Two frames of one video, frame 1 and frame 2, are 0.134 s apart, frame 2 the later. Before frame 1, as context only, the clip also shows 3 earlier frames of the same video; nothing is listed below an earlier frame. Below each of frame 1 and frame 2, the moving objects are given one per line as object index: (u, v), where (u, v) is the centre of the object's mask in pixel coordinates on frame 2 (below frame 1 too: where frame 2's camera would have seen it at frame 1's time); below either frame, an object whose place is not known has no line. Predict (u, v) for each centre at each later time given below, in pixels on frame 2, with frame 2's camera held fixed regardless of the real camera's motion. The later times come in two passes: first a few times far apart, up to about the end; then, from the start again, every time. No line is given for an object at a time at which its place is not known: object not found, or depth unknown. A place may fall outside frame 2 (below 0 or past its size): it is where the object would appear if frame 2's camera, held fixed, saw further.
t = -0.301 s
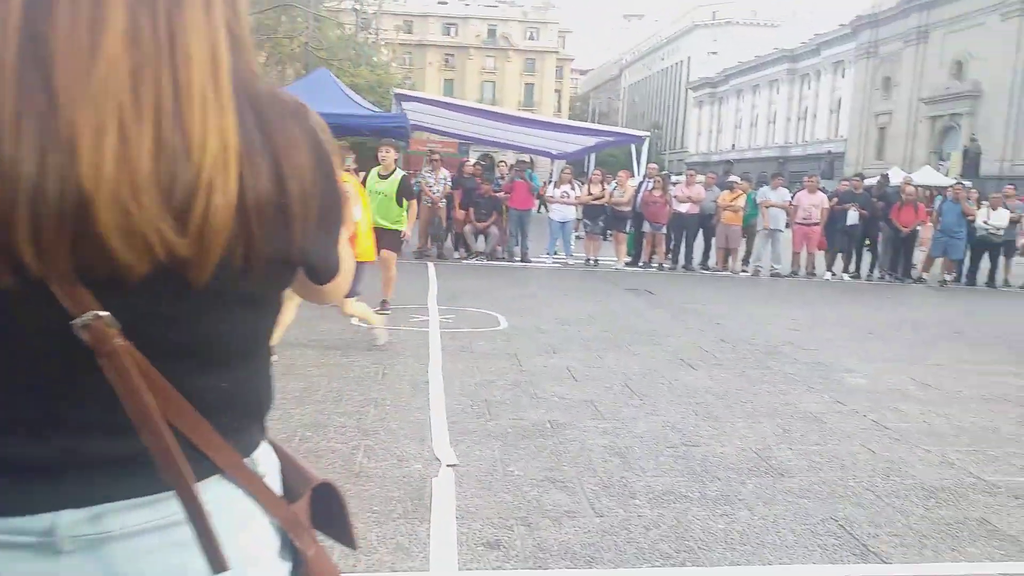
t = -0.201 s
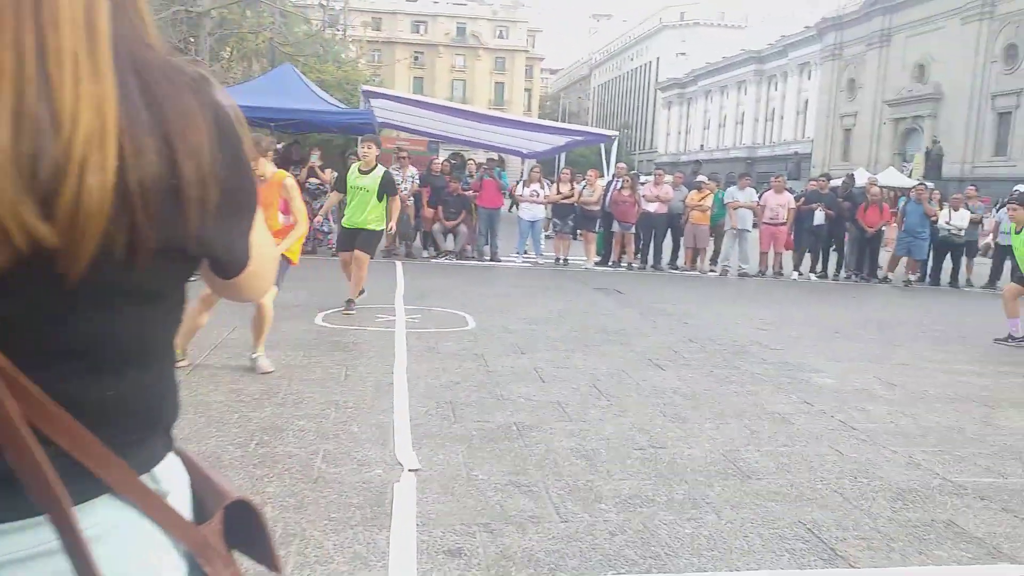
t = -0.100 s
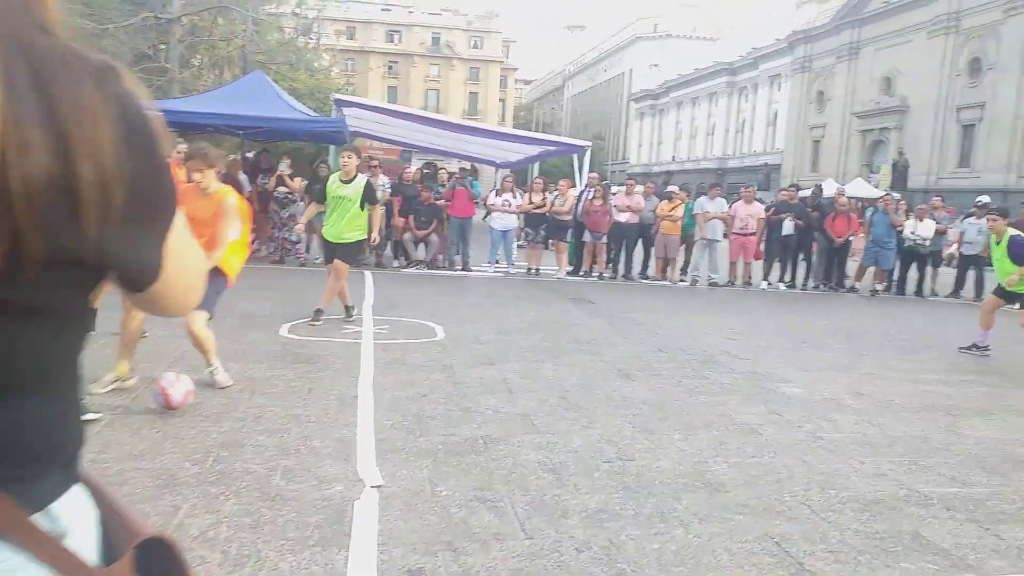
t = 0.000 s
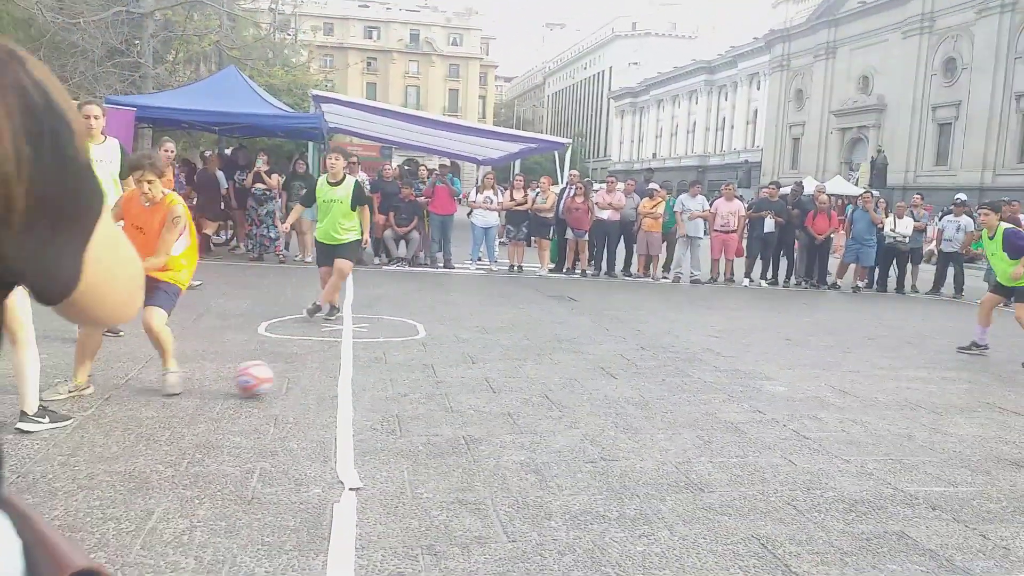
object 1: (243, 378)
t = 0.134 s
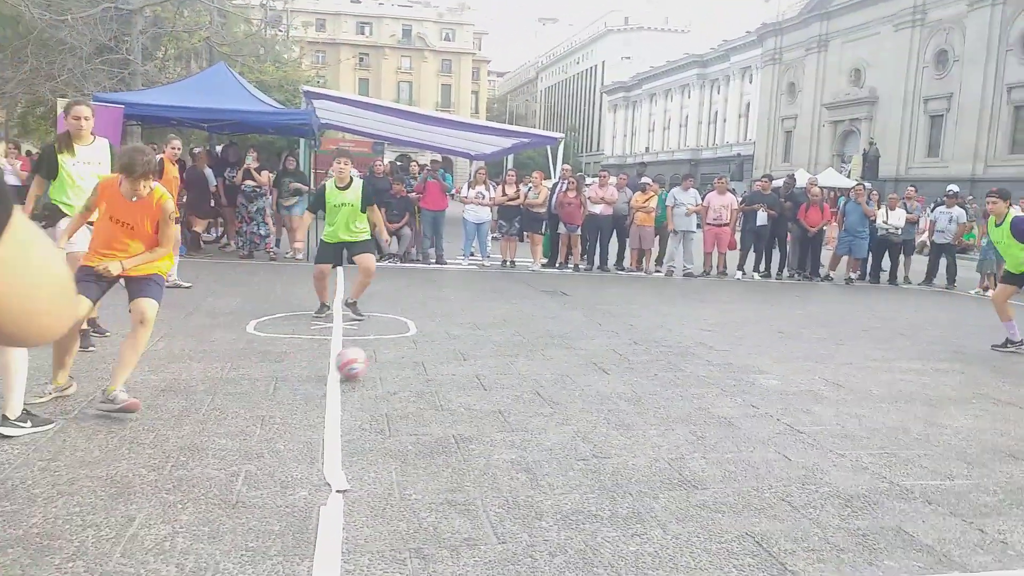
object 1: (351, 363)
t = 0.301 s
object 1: (453, 353)
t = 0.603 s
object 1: (583, 341)
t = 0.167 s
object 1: (376, 361)
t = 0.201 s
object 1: (396, 360)
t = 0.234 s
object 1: (417, 358)
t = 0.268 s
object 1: (434, 355)
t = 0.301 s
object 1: (453, 353)
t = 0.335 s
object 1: (469, 351)
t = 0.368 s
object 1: (486, 349)
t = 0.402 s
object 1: (502, 348)
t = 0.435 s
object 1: (516, 347)
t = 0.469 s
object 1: (530, 345)
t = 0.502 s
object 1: (543, 345)
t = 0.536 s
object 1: (558, 342)
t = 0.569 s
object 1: (571, 341)
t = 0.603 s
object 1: (583, 341)
